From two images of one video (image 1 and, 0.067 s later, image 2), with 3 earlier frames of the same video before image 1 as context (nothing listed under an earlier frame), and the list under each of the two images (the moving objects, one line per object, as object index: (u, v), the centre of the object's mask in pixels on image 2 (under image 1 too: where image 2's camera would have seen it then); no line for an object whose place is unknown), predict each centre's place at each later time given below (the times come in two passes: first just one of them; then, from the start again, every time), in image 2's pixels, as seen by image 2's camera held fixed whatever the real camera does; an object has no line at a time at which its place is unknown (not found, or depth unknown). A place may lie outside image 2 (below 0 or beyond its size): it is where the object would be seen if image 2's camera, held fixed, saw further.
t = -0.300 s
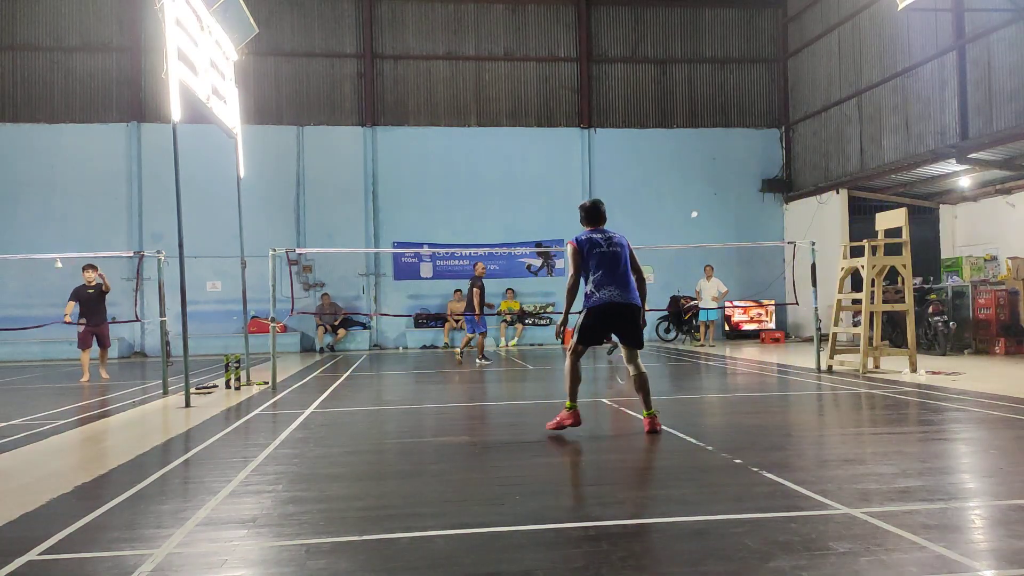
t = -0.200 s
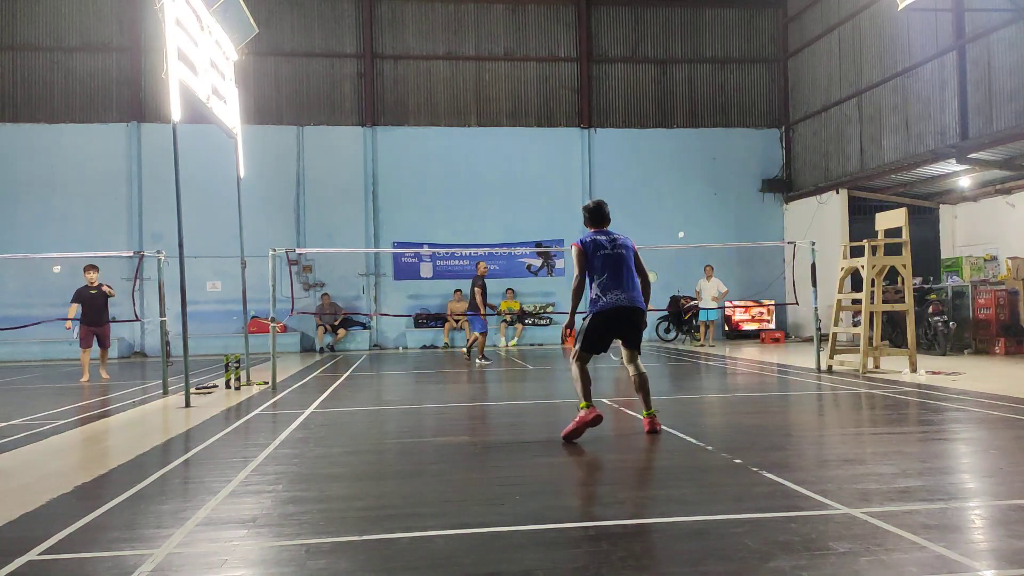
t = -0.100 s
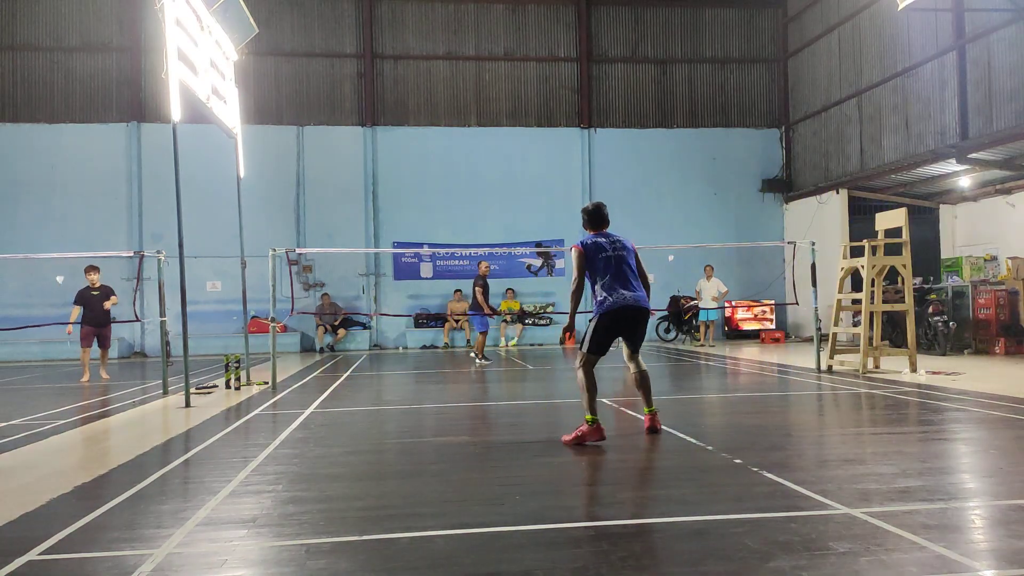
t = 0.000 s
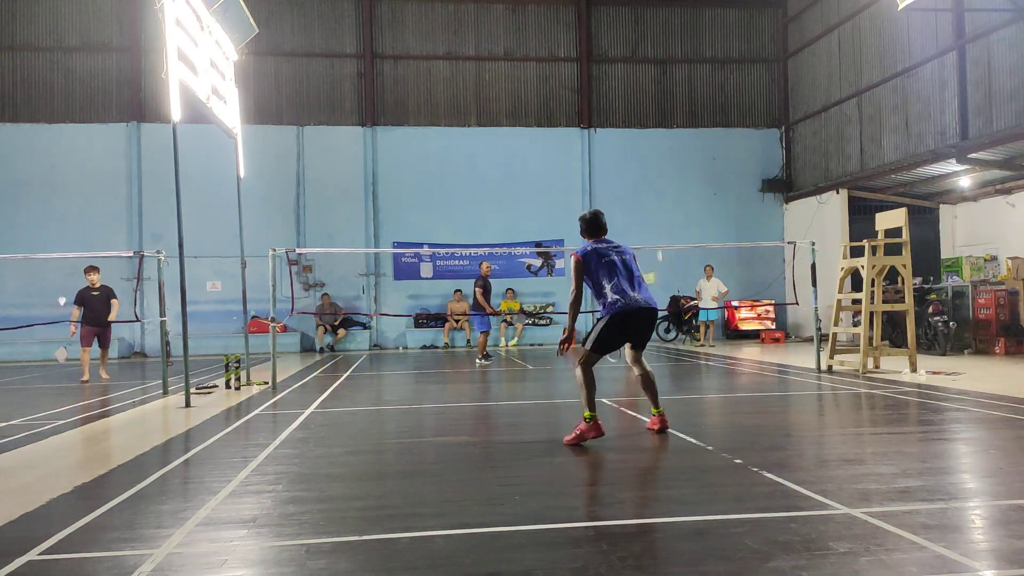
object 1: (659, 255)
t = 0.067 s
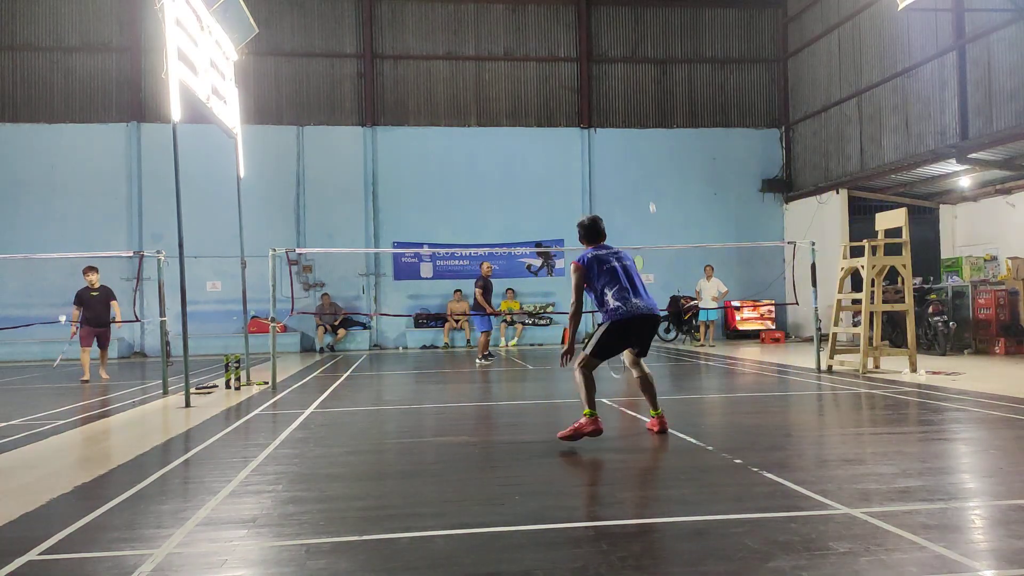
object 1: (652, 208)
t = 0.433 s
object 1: (604, 48)
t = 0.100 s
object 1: (647, 187)
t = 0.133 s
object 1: (642, 167)
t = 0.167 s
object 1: (638, 150)
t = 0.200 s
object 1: (634, 132)
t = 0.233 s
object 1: (629, 117)
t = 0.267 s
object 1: (624, 103)
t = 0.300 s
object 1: (620, 89)
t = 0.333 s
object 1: (616, 77)
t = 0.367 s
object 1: (612, 66)
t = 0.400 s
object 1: (608, 56)
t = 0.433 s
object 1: (604, 48)
